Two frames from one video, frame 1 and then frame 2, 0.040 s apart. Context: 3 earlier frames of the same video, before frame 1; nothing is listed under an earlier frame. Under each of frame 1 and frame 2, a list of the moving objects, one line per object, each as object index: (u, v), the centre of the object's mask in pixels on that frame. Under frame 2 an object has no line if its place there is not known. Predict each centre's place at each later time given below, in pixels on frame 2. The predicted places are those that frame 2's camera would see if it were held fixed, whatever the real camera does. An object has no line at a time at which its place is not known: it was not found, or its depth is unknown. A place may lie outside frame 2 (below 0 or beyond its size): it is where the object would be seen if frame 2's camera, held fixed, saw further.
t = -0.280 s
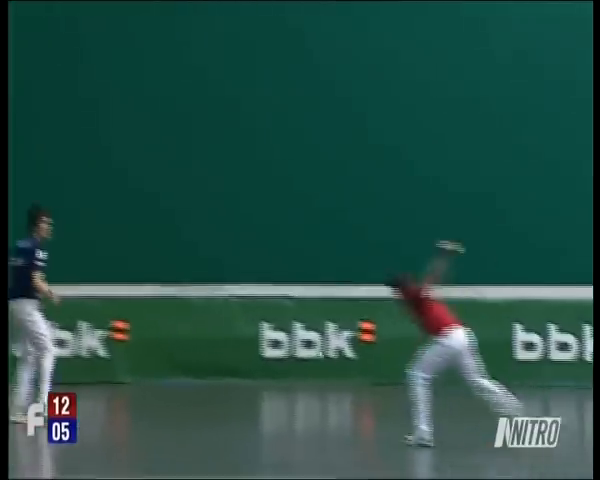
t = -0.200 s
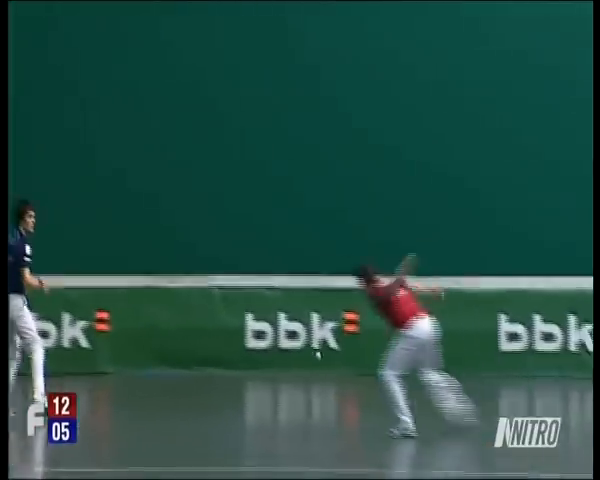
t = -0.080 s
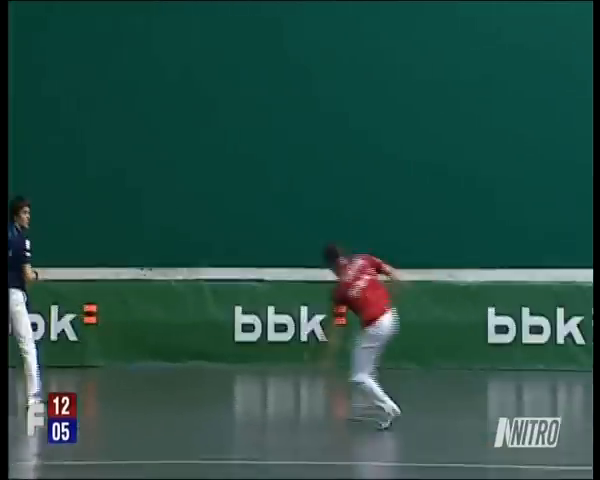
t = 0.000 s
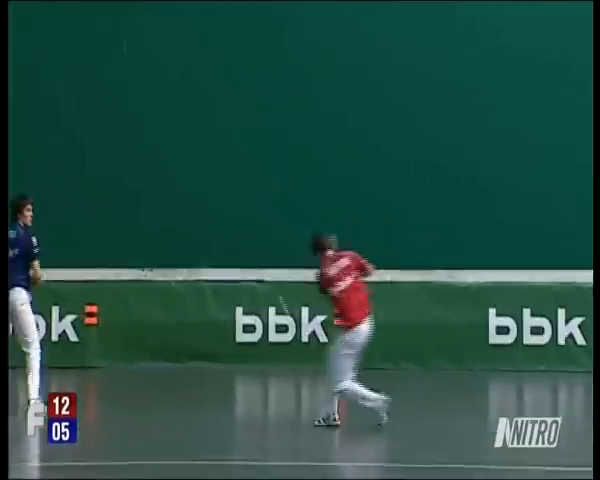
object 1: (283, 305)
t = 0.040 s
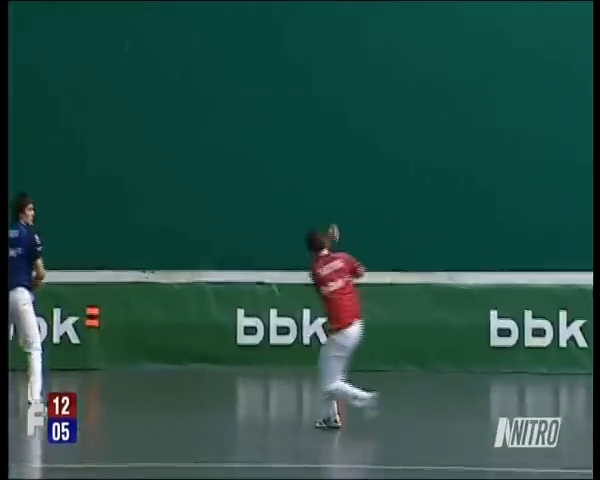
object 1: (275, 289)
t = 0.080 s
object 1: (260, 262)
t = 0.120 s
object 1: (250, 246)
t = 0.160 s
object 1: (239, 229)
